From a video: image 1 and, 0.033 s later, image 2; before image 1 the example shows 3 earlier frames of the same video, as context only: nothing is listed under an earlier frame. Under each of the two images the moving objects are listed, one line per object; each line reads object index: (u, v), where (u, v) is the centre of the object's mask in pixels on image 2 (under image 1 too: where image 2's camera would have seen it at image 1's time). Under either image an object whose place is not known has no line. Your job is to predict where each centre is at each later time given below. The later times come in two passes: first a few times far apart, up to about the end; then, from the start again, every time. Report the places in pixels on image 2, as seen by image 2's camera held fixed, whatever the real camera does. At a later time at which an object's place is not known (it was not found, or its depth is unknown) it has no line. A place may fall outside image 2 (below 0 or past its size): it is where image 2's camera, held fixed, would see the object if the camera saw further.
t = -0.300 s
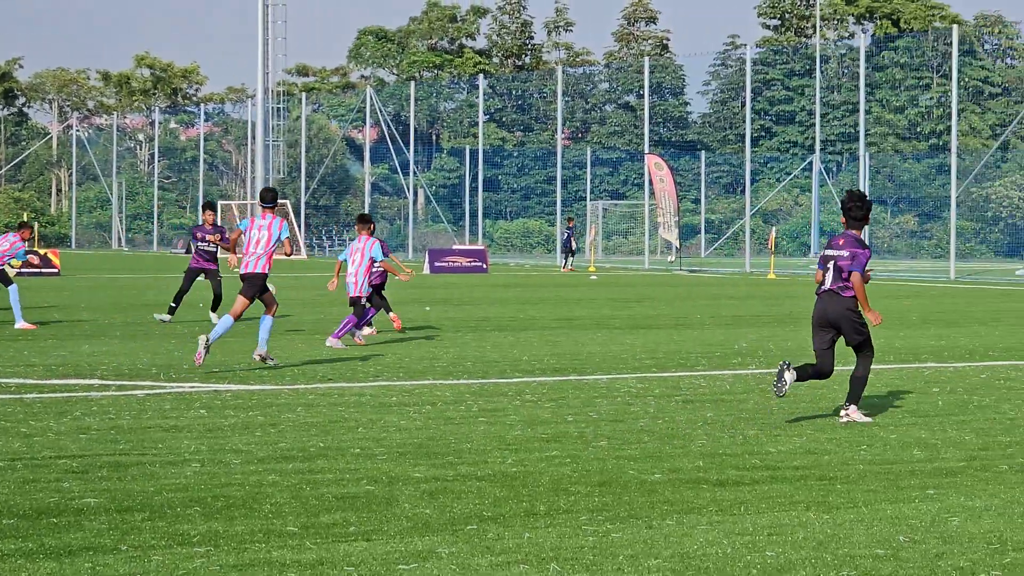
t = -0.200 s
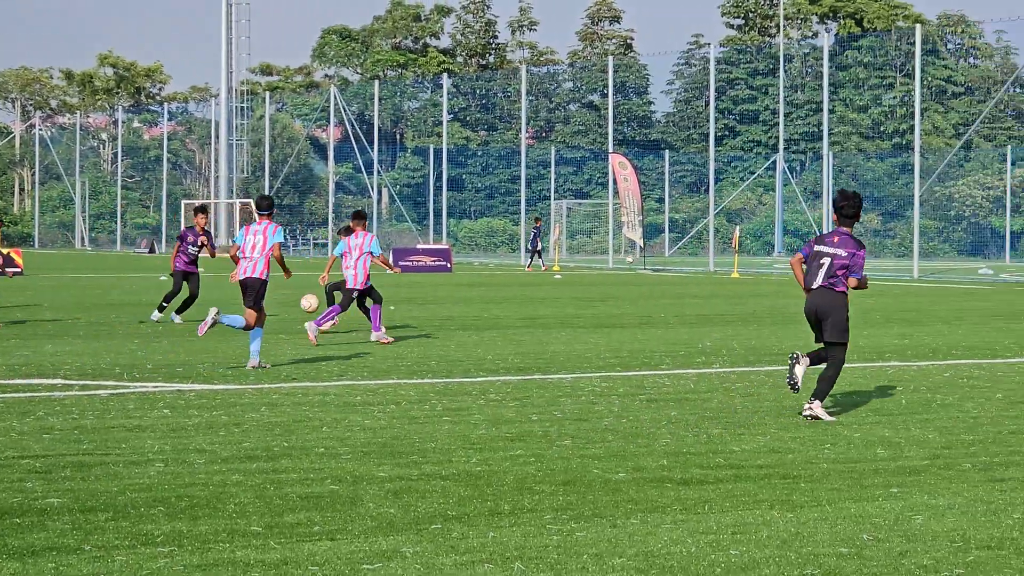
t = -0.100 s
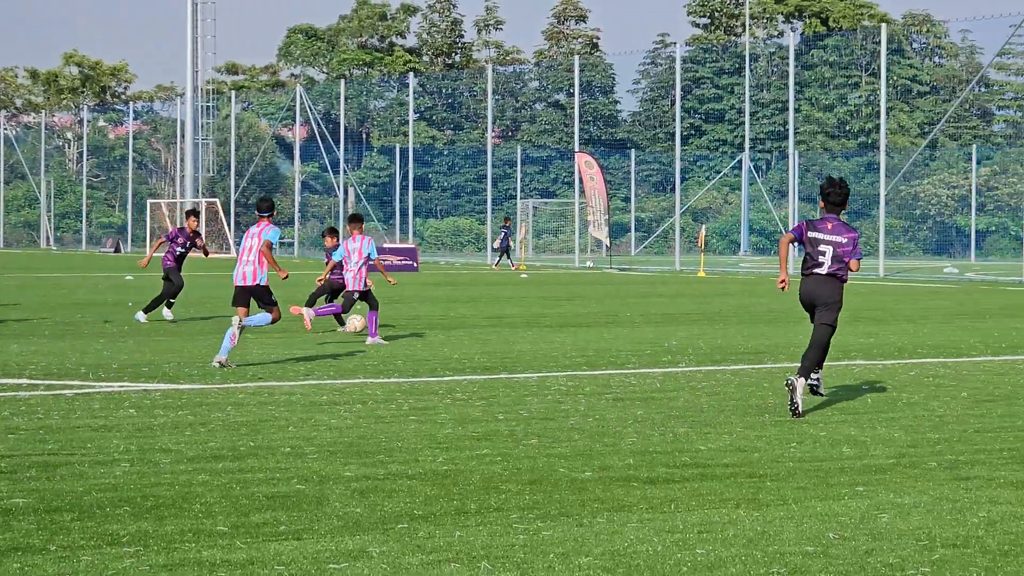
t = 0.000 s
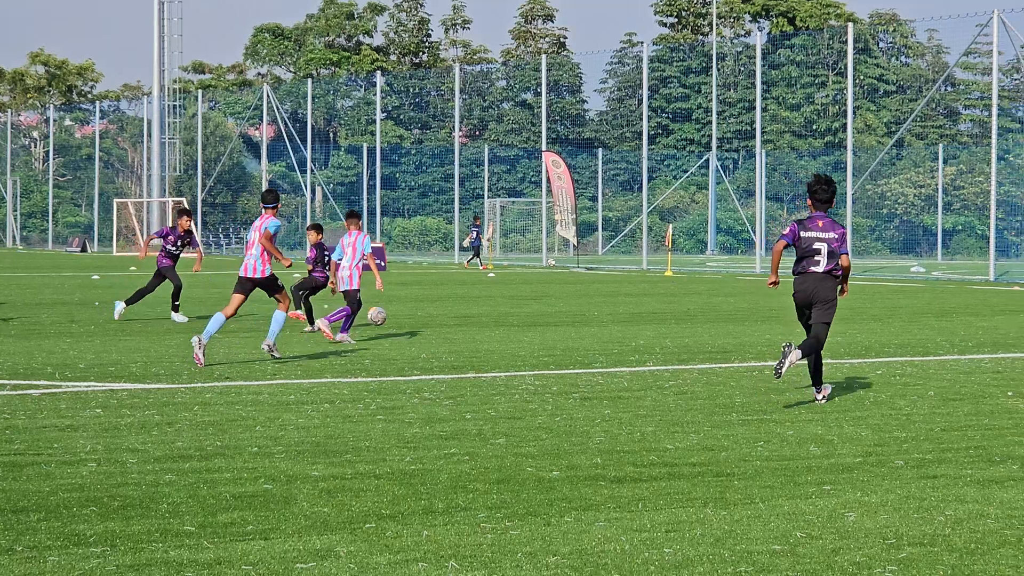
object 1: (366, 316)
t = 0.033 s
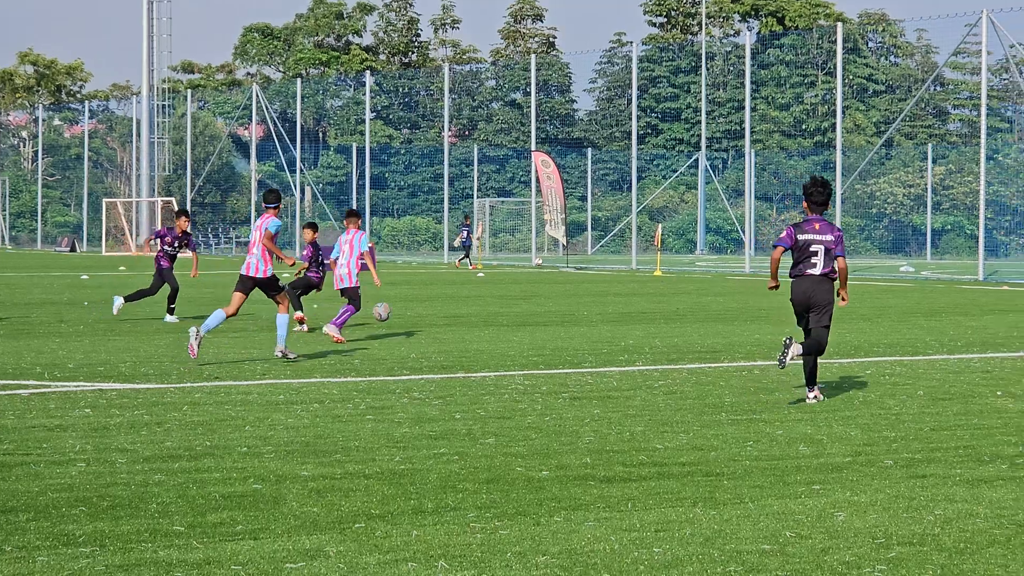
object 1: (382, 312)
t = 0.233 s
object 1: (473, 310)
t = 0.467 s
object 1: (577, 321)
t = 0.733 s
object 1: (693, 329)
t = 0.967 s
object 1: (793, 331)
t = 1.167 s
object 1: (876, 332)
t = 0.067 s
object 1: (397, 309)
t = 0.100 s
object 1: (413, 307)
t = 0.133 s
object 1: (428, 306)
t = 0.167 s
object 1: (443, 306)
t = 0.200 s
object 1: (458, 307)
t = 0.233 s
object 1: (473, 310)
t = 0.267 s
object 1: (488, 313)
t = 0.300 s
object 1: (503, 317)
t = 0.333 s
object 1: (518, 323)
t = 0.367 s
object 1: (533, 329)
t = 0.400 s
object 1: (548, 327)
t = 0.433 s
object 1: (563, 323)
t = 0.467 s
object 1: (577, 321)
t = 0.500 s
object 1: (592, 319)
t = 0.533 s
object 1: (607, 319)
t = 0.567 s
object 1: (621, 320)
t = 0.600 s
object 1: (635, 322)
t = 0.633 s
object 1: (650, 324)
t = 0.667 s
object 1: (664, 328)
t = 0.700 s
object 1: (679, 331)
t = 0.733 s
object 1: (693, 329)
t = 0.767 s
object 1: (707, 326)
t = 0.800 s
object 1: (721, 325)
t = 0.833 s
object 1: (736, 325)
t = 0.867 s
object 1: (750, 327)
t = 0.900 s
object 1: (764, 329)
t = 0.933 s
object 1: (778, 332)
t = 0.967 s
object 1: (793, 331)
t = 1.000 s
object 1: (806, 330)
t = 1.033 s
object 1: (820, 330)
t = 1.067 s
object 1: (835, 330)
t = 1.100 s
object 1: (849, 331)
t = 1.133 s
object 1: (863, 333)
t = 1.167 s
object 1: (876, 332)
